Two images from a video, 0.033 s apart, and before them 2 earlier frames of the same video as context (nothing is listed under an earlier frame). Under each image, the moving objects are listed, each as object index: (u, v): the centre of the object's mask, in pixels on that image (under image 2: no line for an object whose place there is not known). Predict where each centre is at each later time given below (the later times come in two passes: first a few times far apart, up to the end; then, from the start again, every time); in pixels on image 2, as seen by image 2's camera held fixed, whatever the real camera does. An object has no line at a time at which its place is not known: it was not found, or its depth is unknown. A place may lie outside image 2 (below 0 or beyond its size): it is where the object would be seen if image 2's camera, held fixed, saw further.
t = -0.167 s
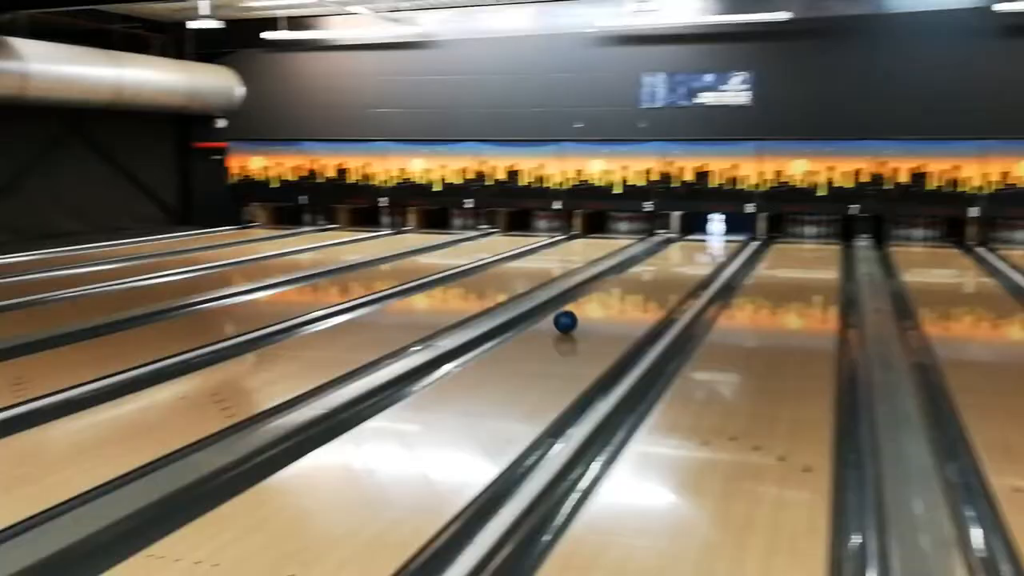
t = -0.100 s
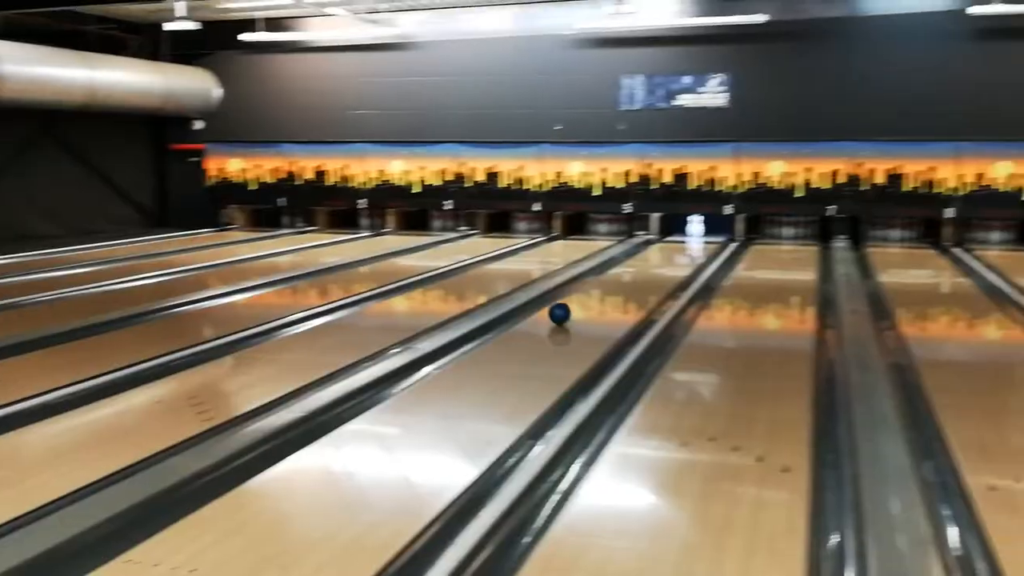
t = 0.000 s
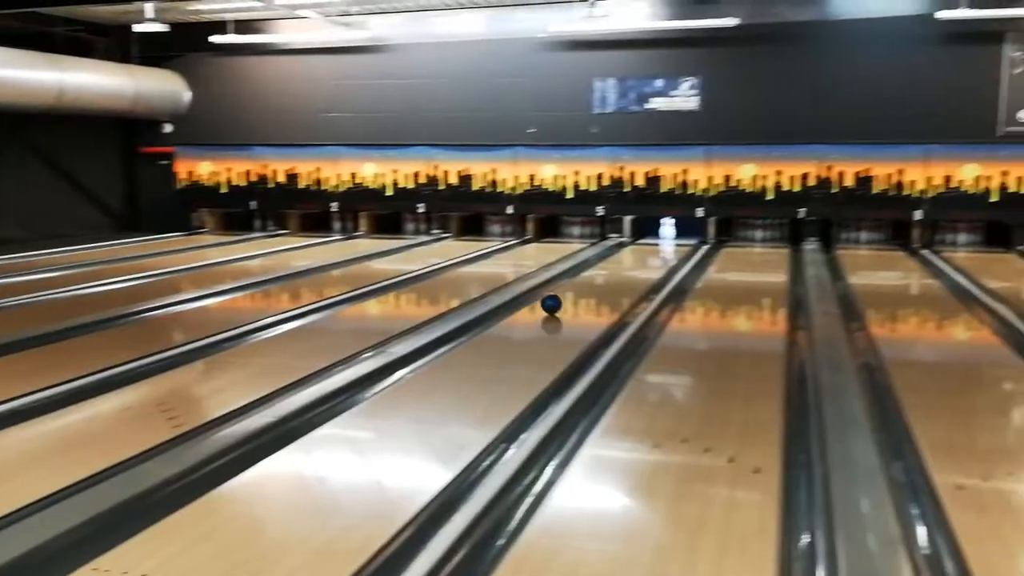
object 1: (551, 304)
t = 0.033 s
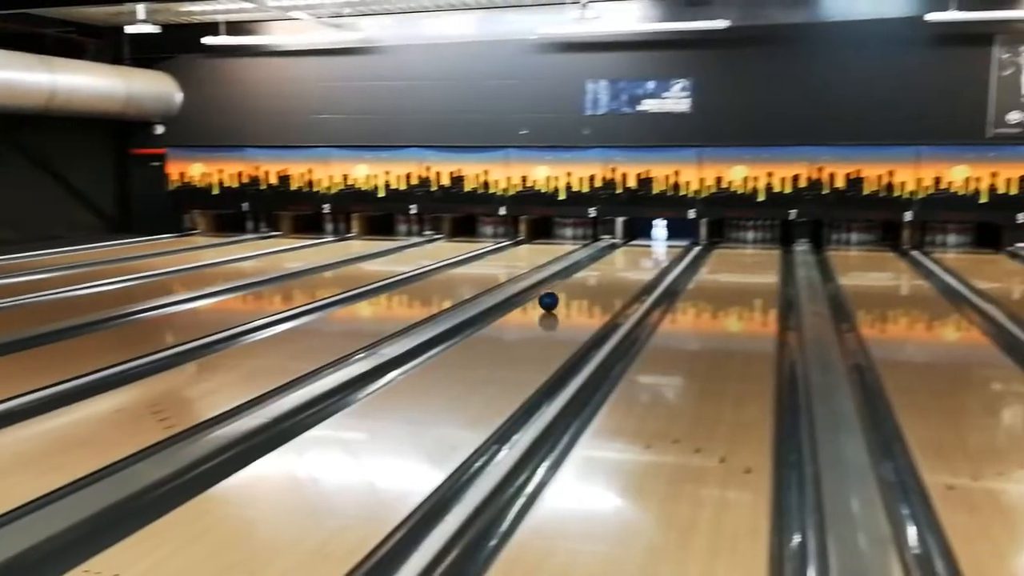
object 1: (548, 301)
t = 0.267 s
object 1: (580, 279)
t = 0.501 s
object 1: (603, 263)
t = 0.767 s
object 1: (622, 250)
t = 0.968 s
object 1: (632, 242)
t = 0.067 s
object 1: (554, 297)
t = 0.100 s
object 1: (558, 294)
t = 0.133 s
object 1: (564, 291)
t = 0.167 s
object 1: (568, 288)
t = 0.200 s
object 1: (572, 285)
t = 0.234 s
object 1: (576, 282)
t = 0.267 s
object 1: (580, 279)
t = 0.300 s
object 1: (584, 276)
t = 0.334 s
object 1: (588, 274)
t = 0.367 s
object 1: (591, 272)
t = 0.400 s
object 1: (594, 269)
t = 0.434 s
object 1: (597, 267)
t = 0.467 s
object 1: (600, 265)
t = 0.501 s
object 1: (603, 263)
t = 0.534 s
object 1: (605, 261)
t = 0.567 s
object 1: (608, 259)
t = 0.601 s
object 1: (610, 258)
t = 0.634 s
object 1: (613, 256)
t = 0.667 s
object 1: (615, 254)
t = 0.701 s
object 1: (617, 253)
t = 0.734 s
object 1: (619, 251)
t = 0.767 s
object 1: (622, 250)
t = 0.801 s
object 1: (623, 248)
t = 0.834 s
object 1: (625, 247)
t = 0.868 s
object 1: (627, 246)
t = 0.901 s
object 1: (629, 245)
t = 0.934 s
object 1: (631, 243)
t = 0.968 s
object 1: (632, 242)
